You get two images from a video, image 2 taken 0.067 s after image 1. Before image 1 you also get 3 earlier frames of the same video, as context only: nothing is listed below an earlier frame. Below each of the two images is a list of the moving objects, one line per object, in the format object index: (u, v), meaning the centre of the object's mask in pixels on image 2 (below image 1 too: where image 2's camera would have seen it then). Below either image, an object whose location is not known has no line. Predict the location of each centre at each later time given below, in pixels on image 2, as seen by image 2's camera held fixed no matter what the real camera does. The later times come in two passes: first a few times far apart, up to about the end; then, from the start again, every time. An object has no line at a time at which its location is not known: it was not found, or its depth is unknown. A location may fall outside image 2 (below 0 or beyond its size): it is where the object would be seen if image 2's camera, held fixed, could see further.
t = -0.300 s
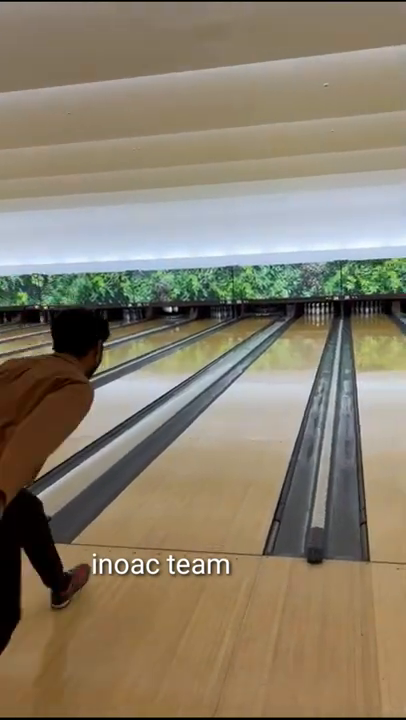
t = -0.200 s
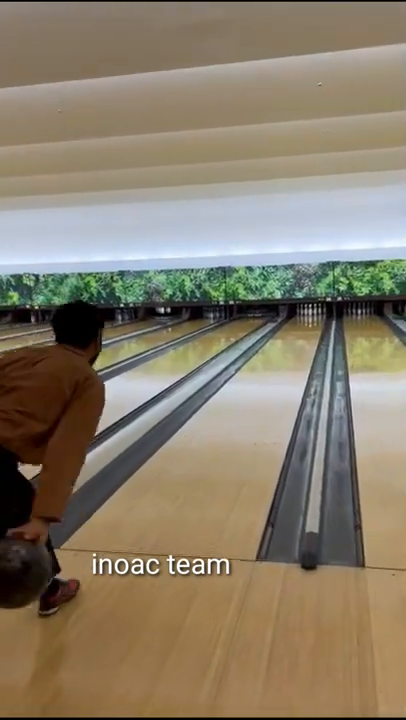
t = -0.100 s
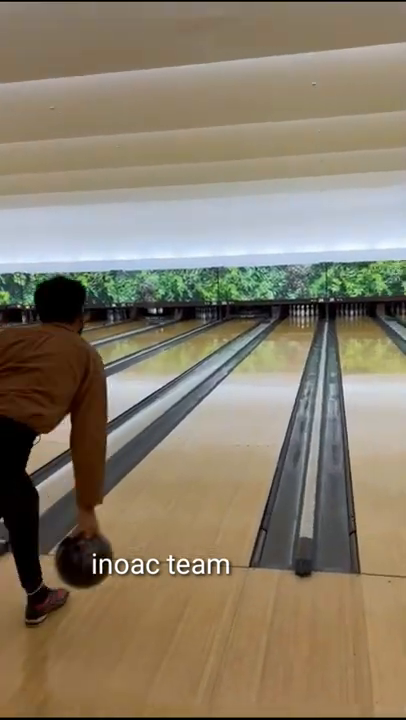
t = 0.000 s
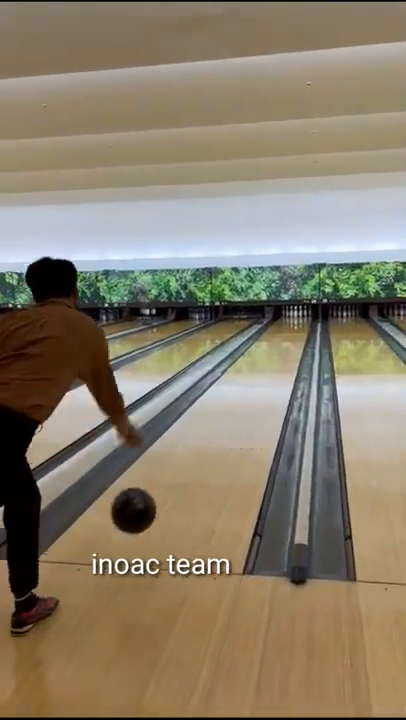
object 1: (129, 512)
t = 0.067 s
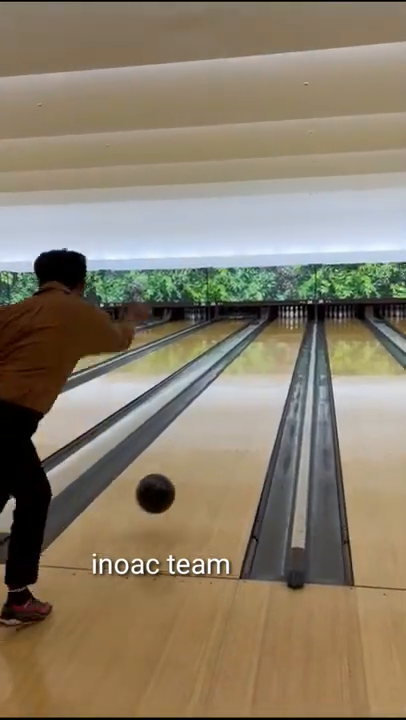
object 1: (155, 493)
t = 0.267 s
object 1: (203, 447)
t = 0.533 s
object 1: (234, 399)
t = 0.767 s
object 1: (250, 375)
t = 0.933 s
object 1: (258, 363)
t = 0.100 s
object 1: (166, 488)
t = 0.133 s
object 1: (175, 485)
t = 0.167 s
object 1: (184, 476)
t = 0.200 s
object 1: (191, 466)
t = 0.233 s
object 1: (197, 456)
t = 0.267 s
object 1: (203, 447)
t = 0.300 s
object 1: (208, 439)
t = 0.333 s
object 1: (213, 432)
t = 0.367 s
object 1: (217, 425)
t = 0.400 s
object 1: (221, 419)
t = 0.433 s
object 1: (225, 414)
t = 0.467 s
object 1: (228, 408)
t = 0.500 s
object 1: (231, 404)
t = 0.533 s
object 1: (234, 399)
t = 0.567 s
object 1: (237, 395)
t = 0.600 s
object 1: (240, 391)
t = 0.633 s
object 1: (242, 387)
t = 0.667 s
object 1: (244, 384)
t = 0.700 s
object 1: (246, 381)
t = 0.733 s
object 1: (248, 378)
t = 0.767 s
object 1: (250, 375)
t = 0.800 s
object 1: (252, 373)
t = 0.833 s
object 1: (253, 370)
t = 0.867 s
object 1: (255, 367)
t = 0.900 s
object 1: (256, 365)
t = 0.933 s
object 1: (258, 363)
